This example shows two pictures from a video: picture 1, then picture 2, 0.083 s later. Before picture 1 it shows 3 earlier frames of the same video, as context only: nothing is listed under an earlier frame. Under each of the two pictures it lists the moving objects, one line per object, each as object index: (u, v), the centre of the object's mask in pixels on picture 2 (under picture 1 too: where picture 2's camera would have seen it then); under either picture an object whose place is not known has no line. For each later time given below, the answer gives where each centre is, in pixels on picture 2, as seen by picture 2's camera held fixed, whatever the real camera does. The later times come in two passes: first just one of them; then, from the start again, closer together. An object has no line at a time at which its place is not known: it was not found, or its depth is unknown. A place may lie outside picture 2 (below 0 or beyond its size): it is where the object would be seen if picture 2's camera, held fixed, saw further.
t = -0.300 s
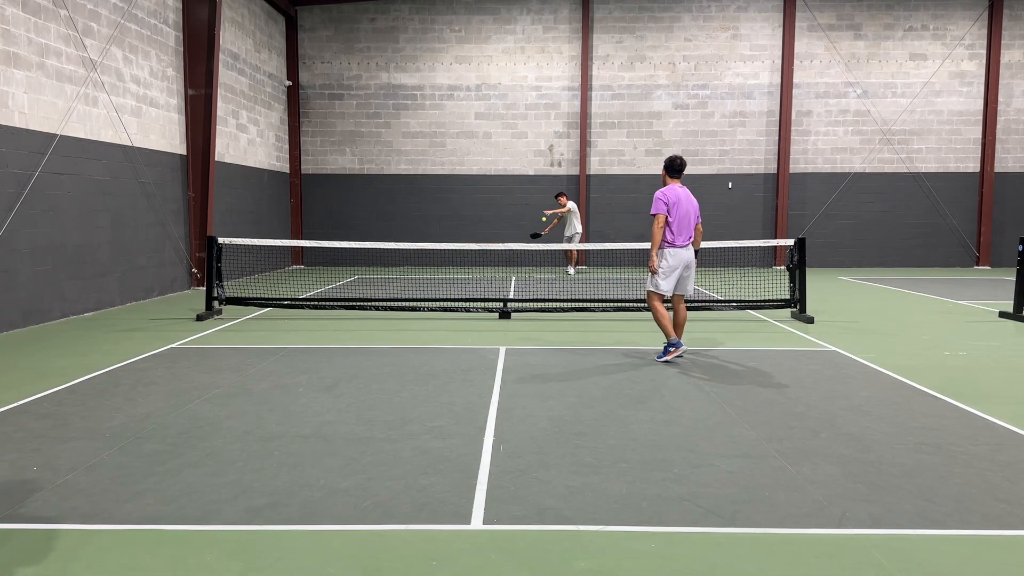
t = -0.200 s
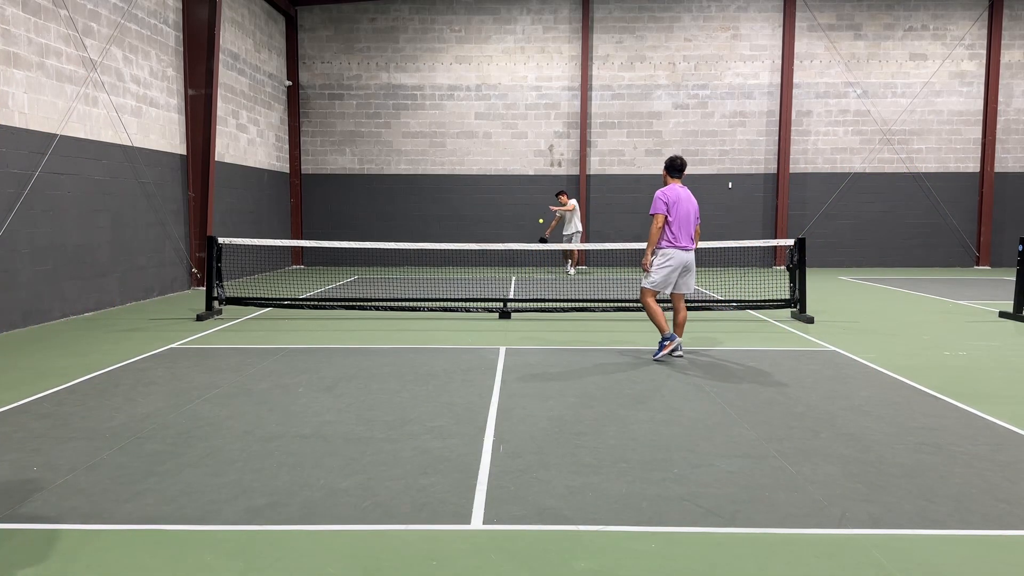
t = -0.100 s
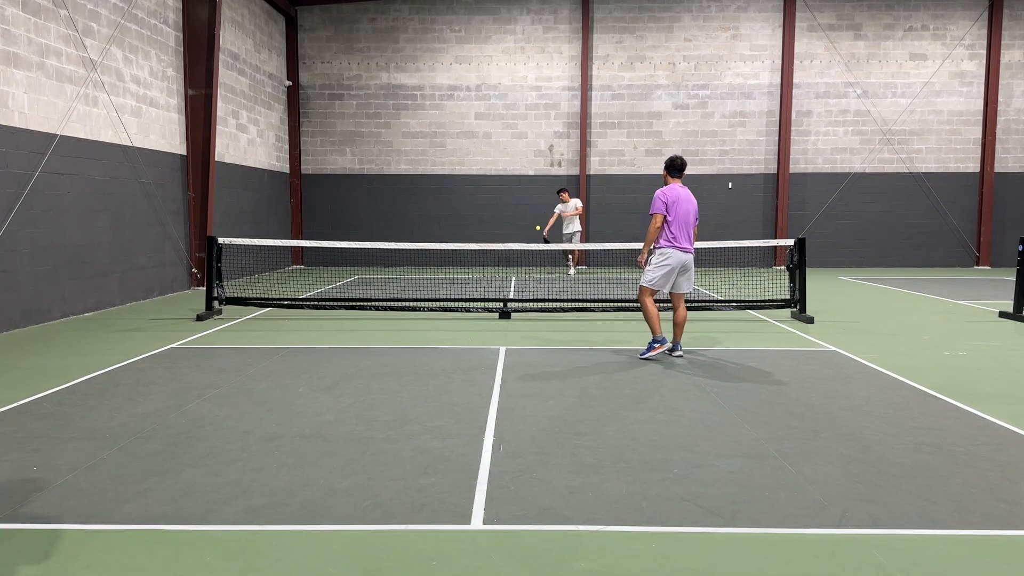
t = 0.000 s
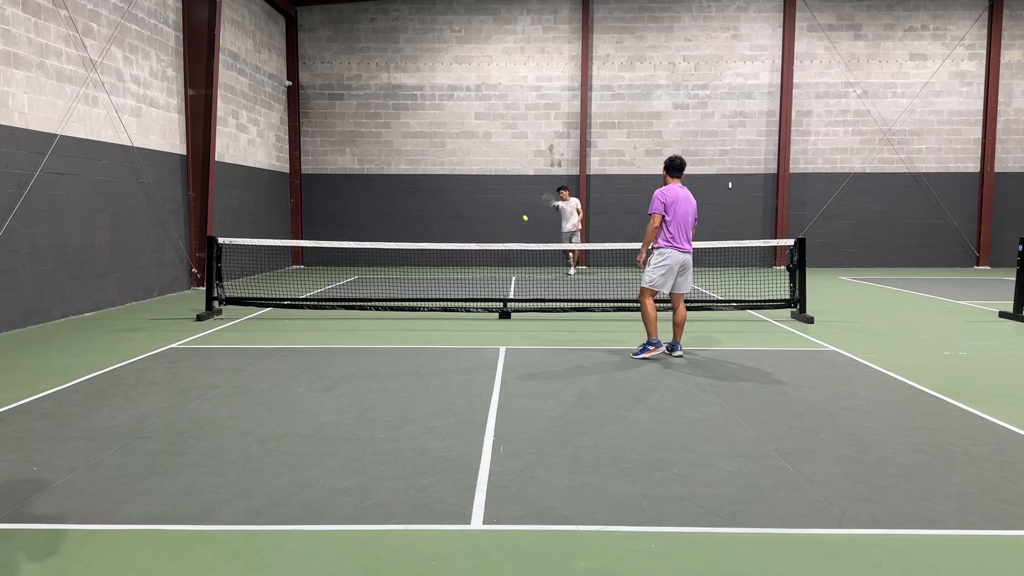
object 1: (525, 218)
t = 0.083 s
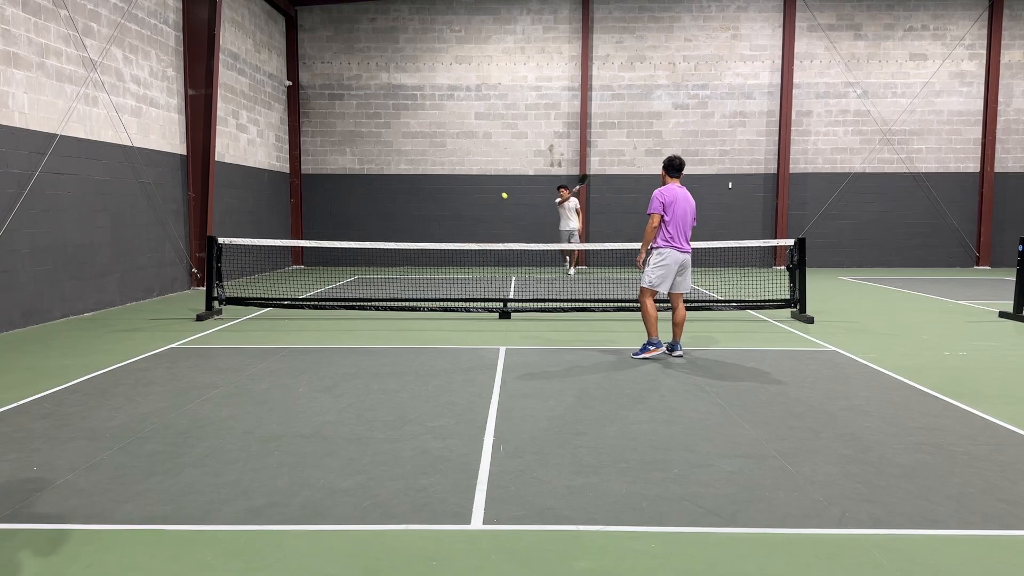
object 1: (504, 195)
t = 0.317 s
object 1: (425, 154)
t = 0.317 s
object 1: (425, 154)
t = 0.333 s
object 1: (417, 153)
